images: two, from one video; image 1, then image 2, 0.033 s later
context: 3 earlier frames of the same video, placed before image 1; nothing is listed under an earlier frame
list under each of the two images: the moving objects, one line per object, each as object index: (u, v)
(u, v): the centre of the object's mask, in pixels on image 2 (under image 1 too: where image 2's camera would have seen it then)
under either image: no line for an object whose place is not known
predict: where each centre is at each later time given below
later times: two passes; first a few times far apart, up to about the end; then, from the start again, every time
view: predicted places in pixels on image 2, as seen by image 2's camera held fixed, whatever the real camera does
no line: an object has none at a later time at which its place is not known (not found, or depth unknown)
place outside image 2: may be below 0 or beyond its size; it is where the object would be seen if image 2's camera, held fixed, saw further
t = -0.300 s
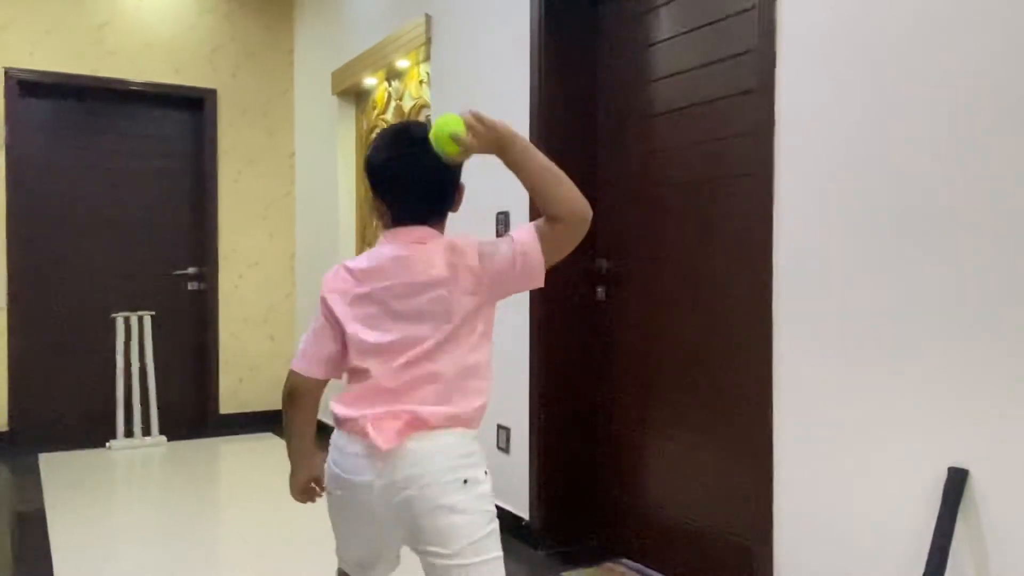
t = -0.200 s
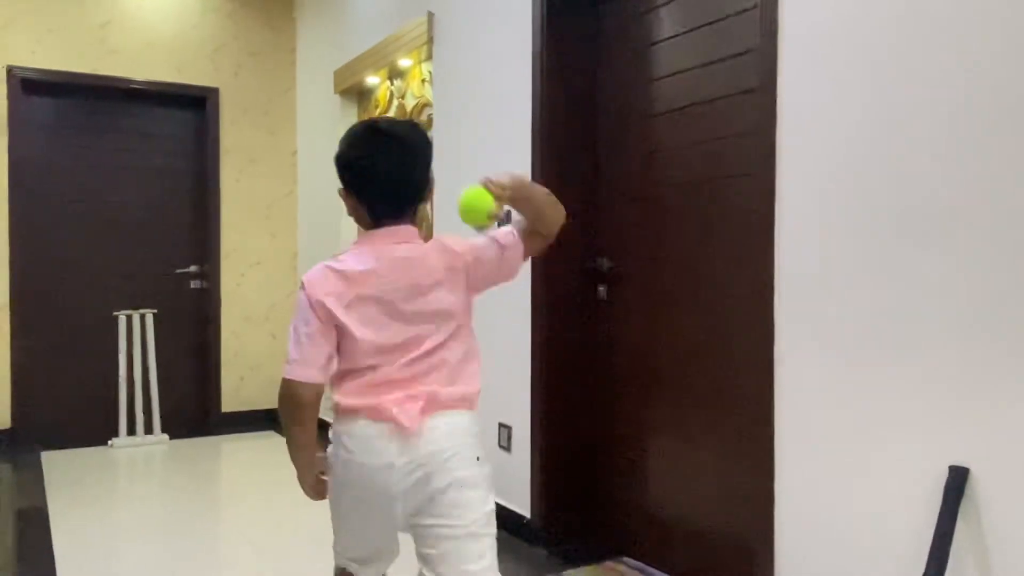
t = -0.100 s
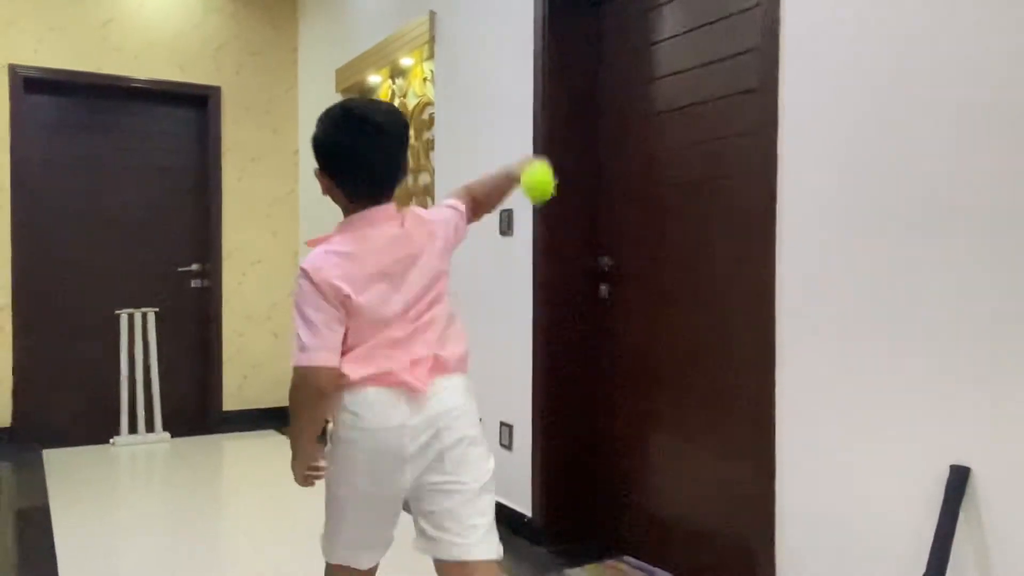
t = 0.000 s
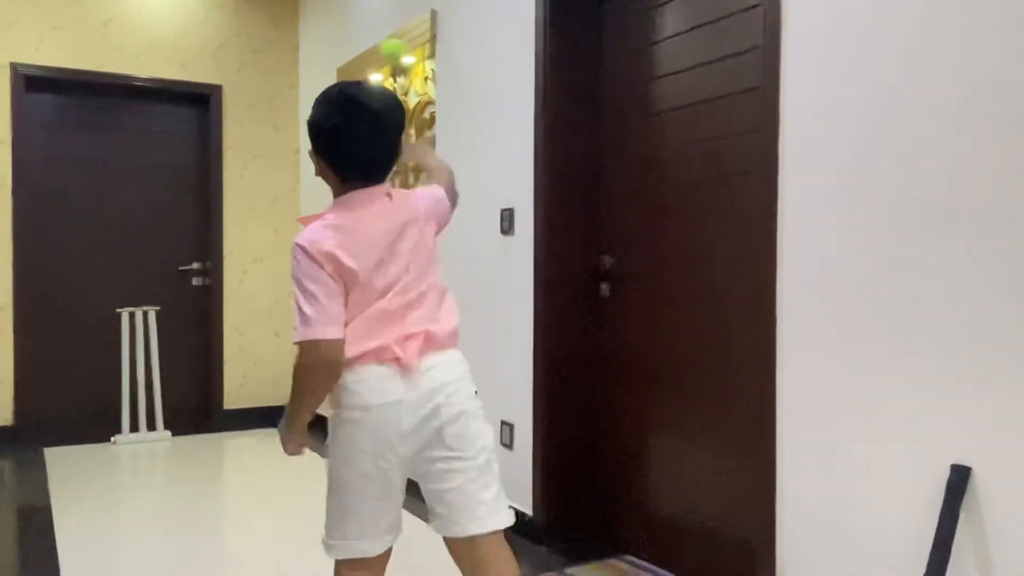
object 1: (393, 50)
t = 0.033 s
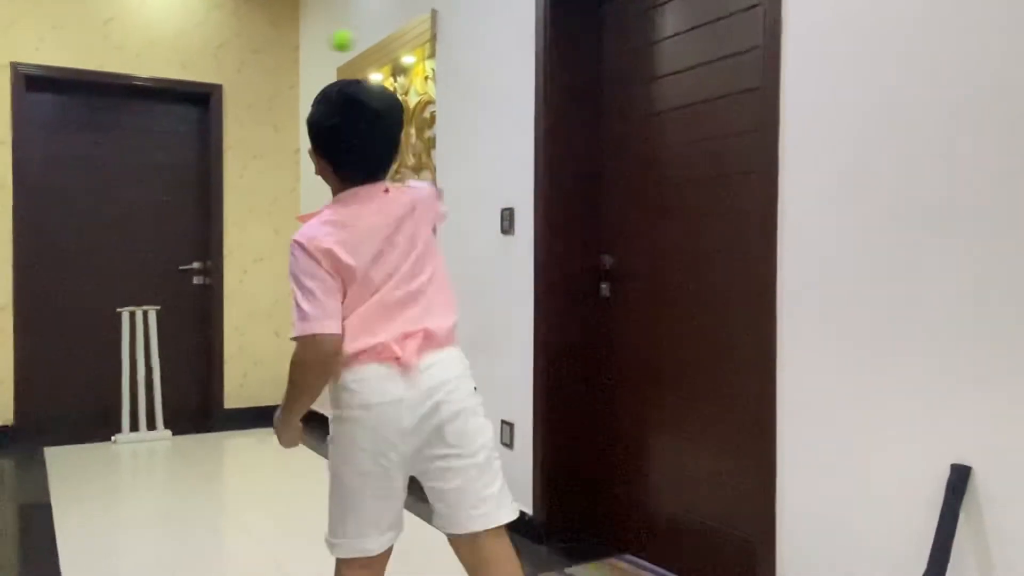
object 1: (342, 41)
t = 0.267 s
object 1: (141, 61)
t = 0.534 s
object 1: (101, 174)
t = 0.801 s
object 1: (79, 550)
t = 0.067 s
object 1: (295, 35)
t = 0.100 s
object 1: (259, 33)
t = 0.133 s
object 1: (229, 35)
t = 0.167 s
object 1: (201, 40)
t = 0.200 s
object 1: (178, 45)
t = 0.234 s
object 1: (158, 53)
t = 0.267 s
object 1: (141, 61)
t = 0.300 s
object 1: (125, 69)
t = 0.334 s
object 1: (111, 80)
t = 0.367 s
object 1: (109, 88)
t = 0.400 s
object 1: (108, 99)
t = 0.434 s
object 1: (106, 111)
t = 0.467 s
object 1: (104, 128)
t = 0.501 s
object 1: (103, 149)
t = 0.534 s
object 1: (101, 174)
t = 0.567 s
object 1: (99, 204)
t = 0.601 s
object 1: (96, 239)
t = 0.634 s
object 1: (94, 281)
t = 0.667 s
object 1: (91, 329)
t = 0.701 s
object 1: (87, 386)
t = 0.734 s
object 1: (85, 450)
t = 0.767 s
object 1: (80, 533)
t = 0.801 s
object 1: (79, 550)
